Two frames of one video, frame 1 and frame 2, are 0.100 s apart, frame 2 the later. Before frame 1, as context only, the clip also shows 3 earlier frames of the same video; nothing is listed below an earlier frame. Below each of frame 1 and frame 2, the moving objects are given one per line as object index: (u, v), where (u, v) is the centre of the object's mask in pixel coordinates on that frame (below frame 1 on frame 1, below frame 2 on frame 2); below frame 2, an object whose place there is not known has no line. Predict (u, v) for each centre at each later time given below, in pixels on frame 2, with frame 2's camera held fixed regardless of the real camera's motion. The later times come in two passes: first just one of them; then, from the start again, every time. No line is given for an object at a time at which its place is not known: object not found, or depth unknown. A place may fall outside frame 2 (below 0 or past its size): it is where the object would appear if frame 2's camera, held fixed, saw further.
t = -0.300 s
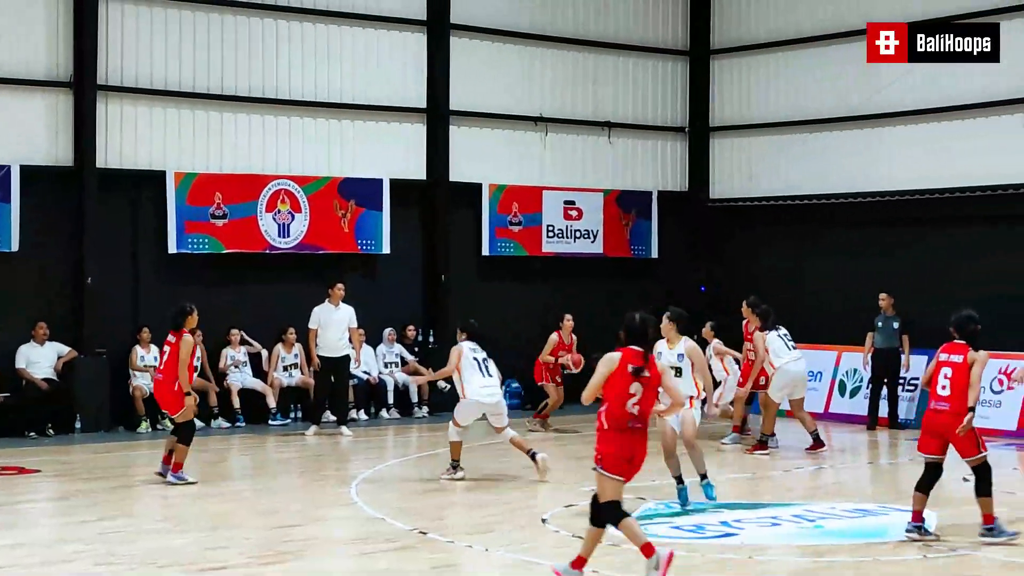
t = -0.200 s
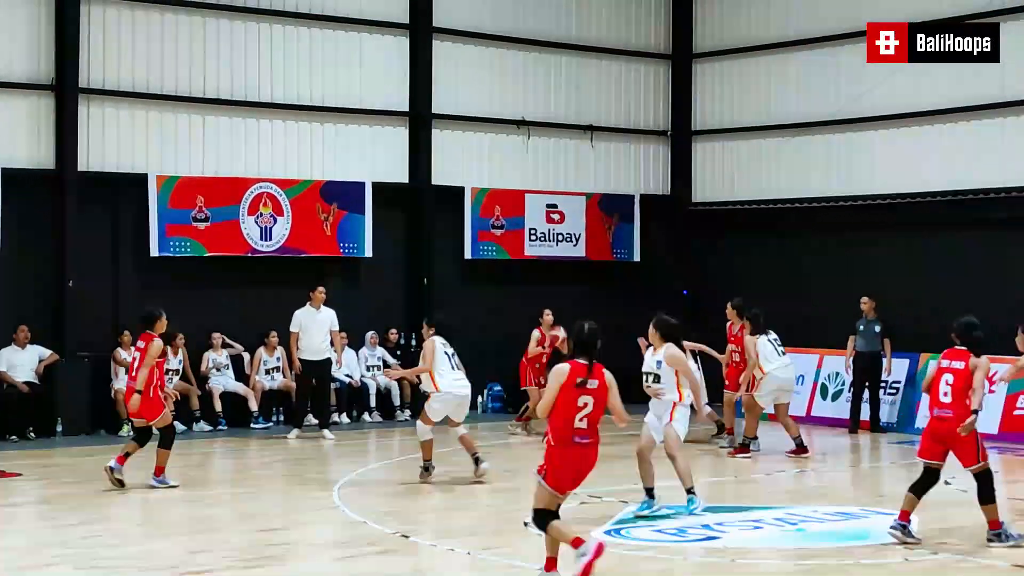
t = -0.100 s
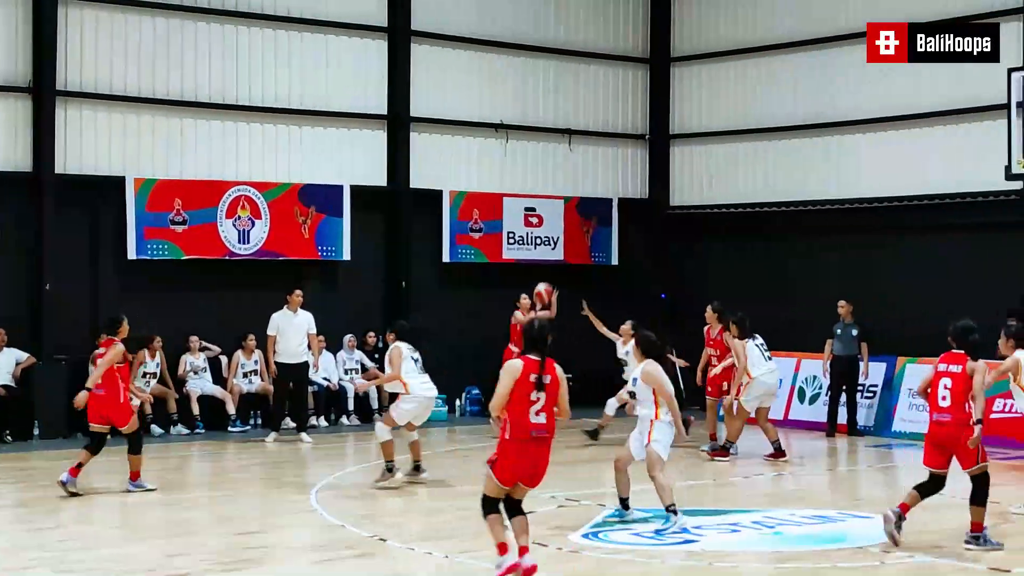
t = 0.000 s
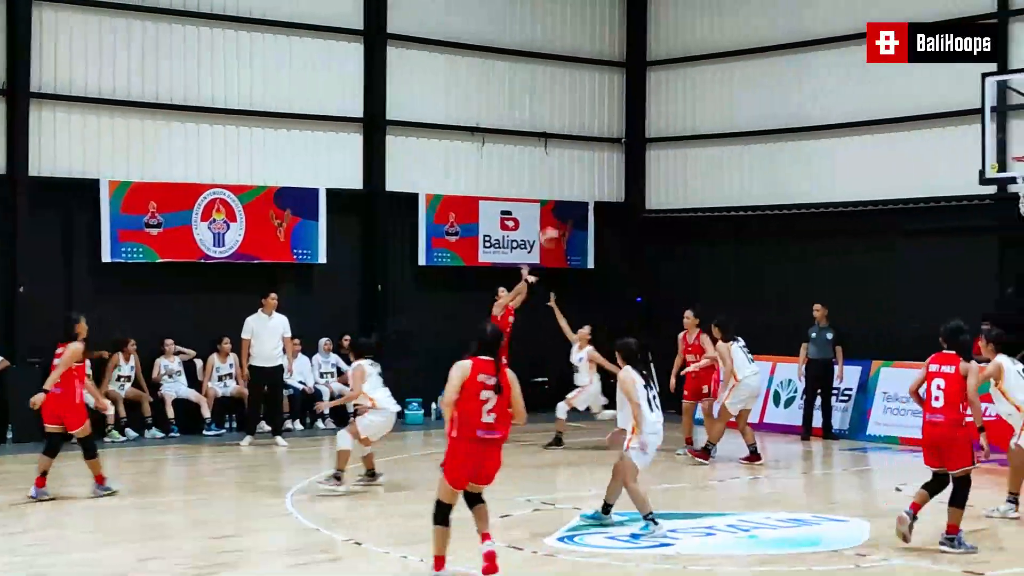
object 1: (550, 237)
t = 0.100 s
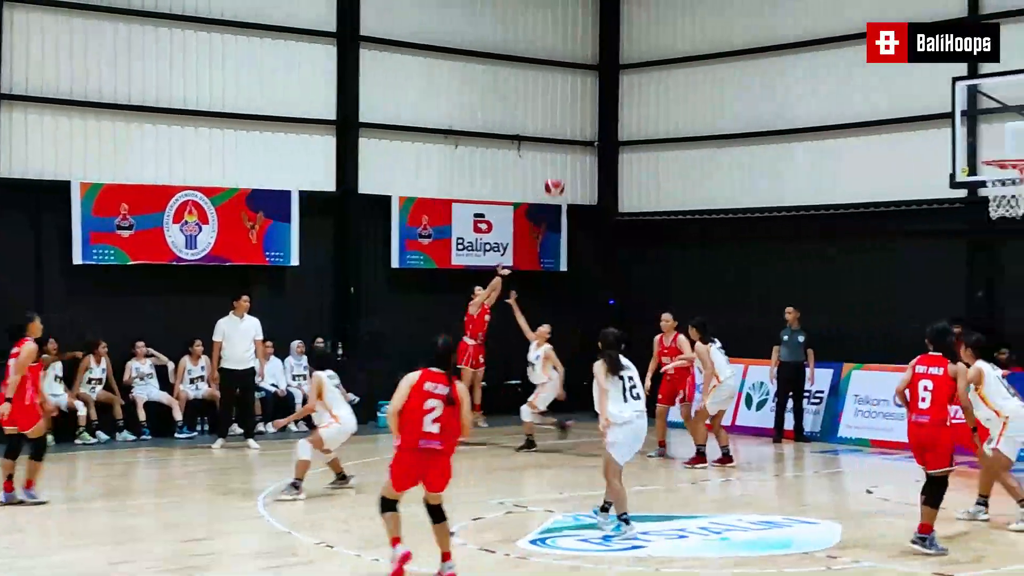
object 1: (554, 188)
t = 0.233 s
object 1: (597, 126)
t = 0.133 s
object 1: (565, 170)
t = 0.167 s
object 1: (575, 154)
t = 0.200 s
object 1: (586, 140)
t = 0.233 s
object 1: (597, 126)
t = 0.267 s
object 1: (607, 112)
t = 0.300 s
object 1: (619, 99)
